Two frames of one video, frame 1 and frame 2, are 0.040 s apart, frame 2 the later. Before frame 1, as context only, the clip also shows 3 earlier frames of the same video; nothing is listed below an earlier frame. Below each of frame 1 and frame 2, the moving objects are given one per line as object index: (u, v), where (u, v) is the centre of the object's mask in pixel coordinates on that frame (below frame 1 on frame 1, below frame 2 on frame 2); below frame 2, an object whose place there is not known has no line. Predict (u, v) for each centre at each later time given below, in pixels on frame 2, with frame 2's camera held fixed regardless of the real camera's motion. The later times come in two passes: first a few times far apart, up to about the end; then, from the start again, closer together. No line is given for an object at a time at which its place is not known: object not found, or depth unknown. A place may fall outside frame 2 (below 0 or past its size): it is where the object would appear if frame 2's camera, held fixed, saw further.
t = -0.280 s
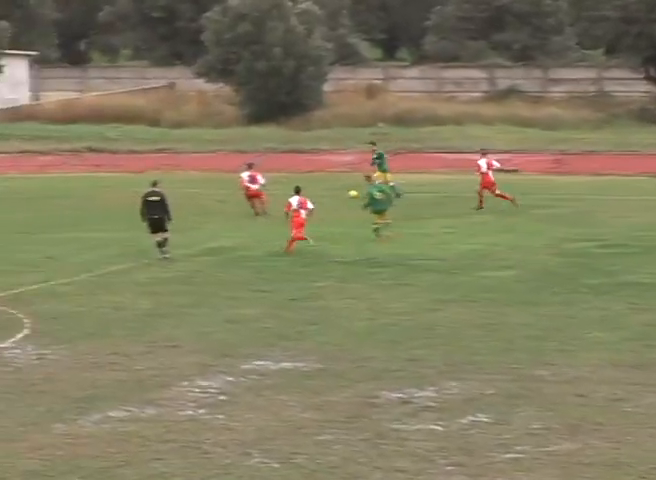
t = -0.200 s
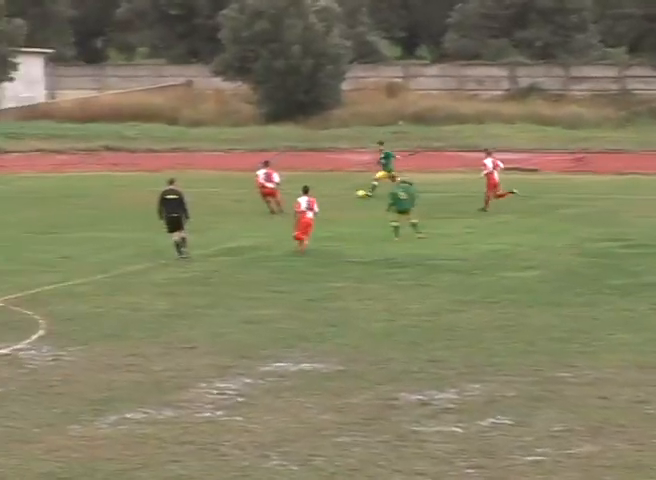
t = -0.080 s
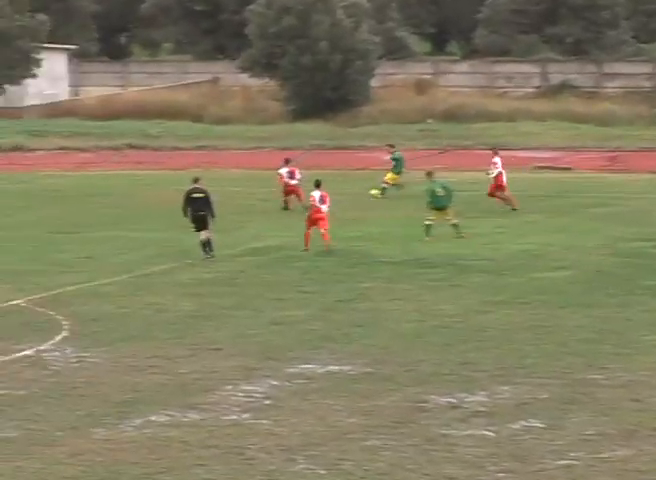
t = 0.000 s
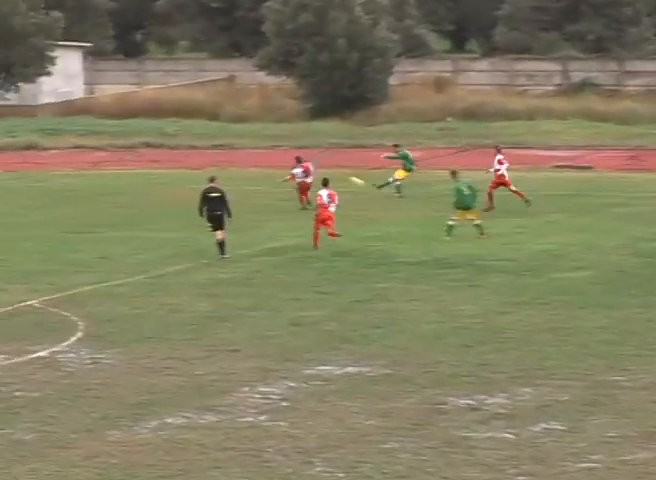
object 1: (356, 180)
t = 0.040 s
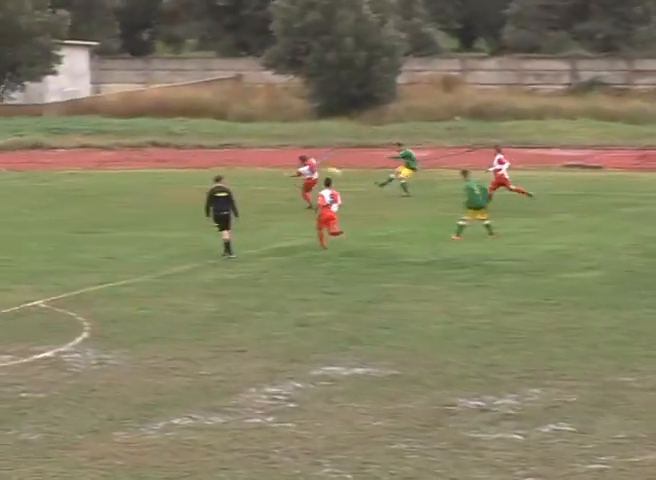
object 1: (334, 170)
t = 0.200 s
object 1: (216, 138)
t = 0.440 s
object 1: (51, 109)
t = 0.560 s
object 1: (-25, 103)
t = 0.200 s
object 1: (216, 138)
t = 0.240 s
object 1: (186, 131)
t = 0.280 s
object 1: (158, 126)
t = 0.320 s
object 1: (130, 121)
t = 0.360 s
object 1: (103, 117)
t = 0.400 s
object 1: (77, 113)
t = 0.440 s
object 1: (51, 109)
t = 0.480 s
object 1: (29, 106)
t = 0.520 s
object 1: (2, 104)
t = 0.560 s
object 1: (-25, 103)
